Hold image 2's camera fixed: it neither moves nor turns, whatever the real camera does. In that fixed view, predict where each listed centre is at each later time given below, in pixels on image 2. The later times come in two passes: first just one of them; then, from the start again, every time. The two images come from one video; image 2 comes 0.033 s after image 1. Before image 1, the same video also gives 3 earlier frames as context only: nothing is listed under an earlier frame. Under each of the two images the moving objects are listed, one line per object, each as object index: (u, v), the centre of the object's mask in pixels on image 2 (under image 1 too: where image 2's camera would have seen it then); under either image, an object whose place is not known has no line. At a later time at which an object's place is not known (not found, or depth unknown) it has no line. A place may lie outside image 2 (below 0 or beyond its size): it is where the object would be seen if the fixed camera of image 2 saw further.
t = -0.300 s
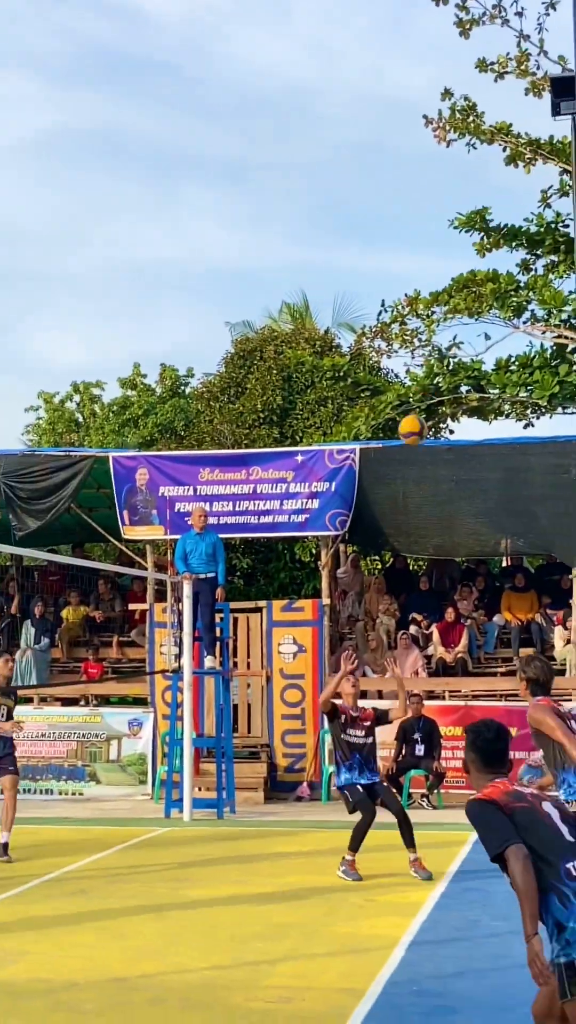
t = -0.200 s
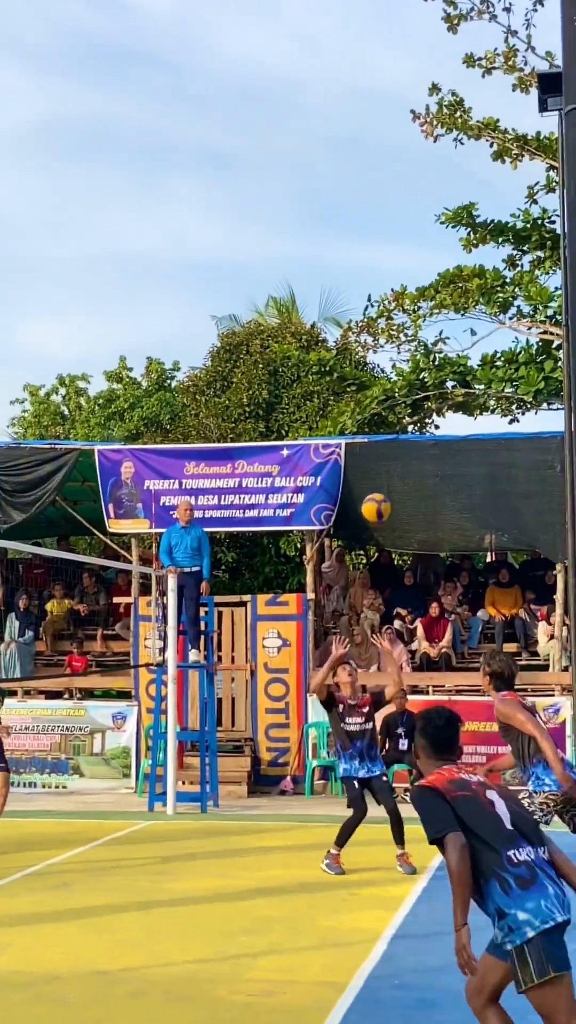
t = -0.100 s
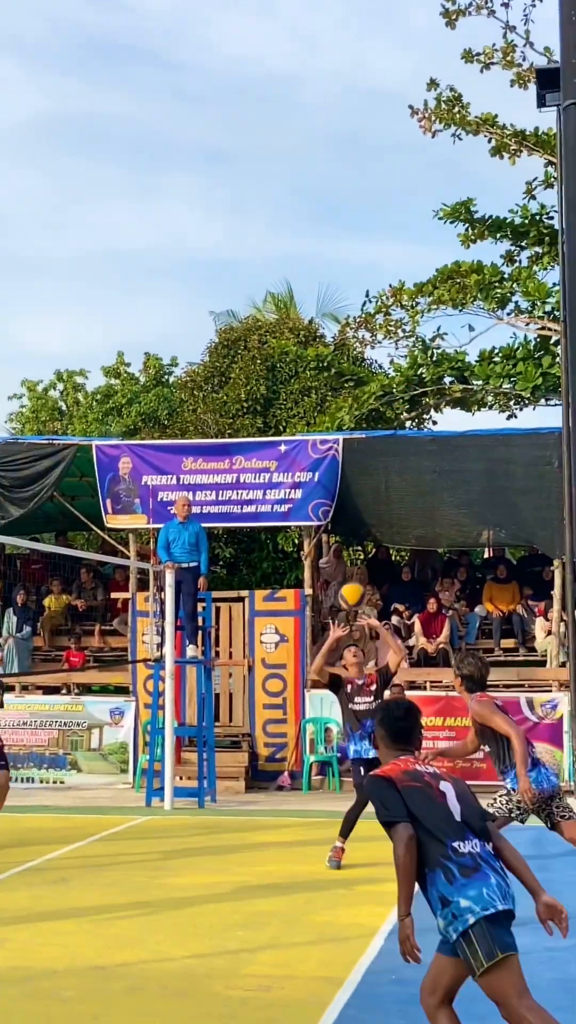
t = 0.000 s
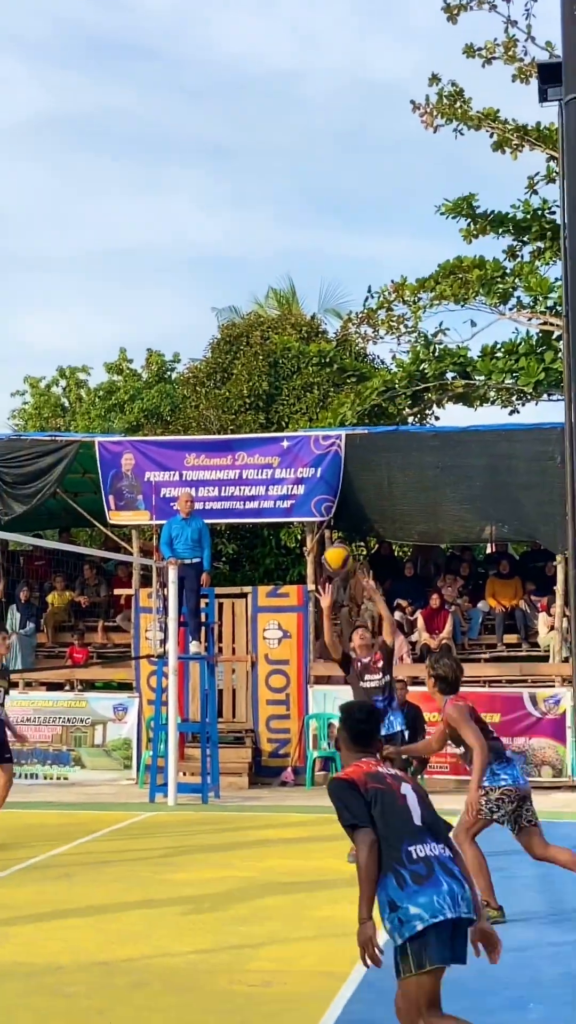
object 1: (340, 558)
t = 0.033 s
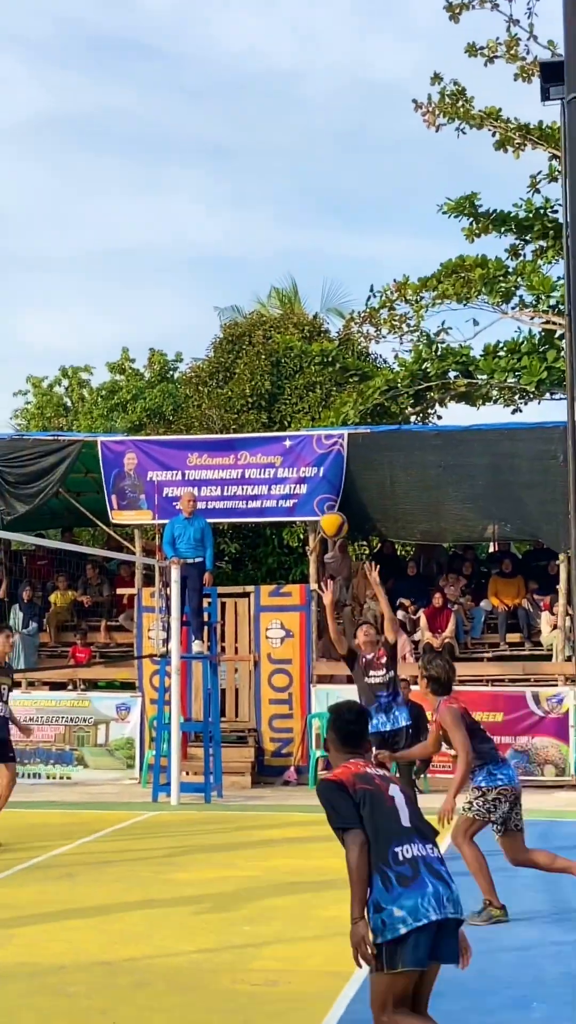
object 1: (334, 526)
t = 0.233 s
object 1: (288, 359)
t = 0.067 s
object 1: (326, 495)
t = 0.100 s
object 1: (318, 465)
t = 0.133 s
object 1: (311, 435)
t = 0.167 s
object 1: (303, 409)
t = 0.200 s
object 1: (296, 383)
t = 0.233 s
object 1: (288, 359)
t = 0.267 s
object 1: (279, 335)
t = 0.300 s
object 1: (271, 314)
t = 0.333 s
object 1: (264, 293)
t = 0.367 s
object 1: (255, 272)
